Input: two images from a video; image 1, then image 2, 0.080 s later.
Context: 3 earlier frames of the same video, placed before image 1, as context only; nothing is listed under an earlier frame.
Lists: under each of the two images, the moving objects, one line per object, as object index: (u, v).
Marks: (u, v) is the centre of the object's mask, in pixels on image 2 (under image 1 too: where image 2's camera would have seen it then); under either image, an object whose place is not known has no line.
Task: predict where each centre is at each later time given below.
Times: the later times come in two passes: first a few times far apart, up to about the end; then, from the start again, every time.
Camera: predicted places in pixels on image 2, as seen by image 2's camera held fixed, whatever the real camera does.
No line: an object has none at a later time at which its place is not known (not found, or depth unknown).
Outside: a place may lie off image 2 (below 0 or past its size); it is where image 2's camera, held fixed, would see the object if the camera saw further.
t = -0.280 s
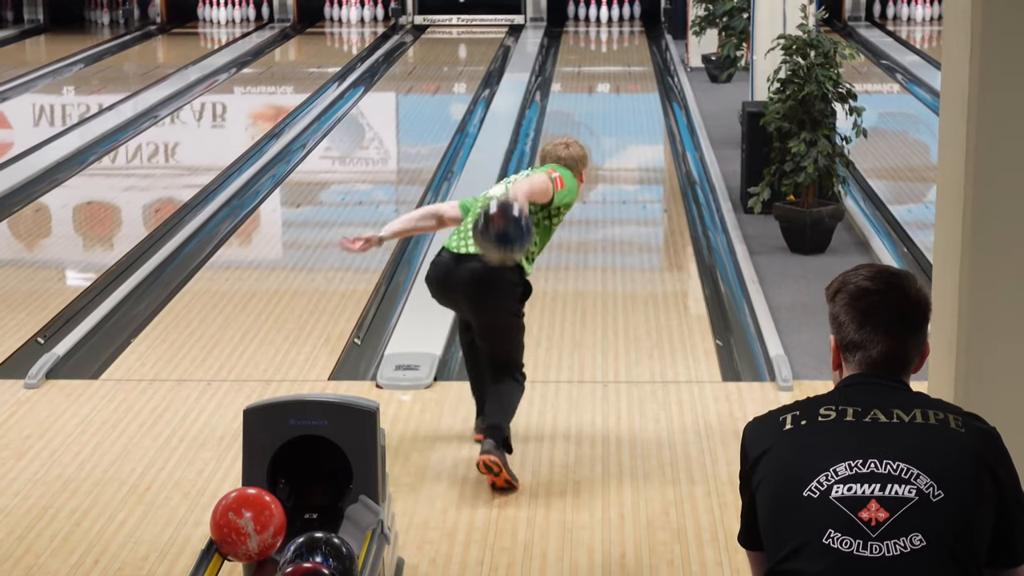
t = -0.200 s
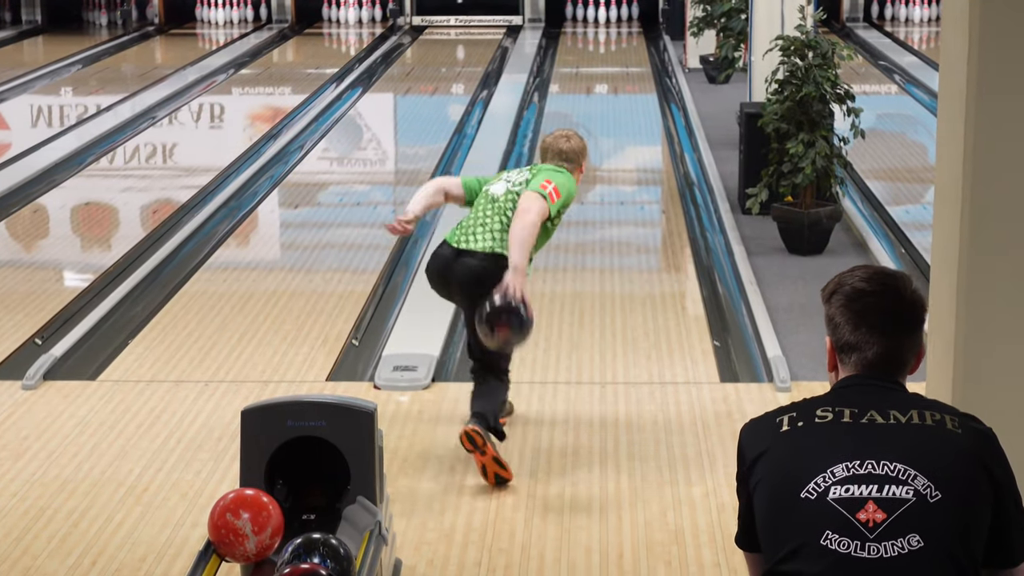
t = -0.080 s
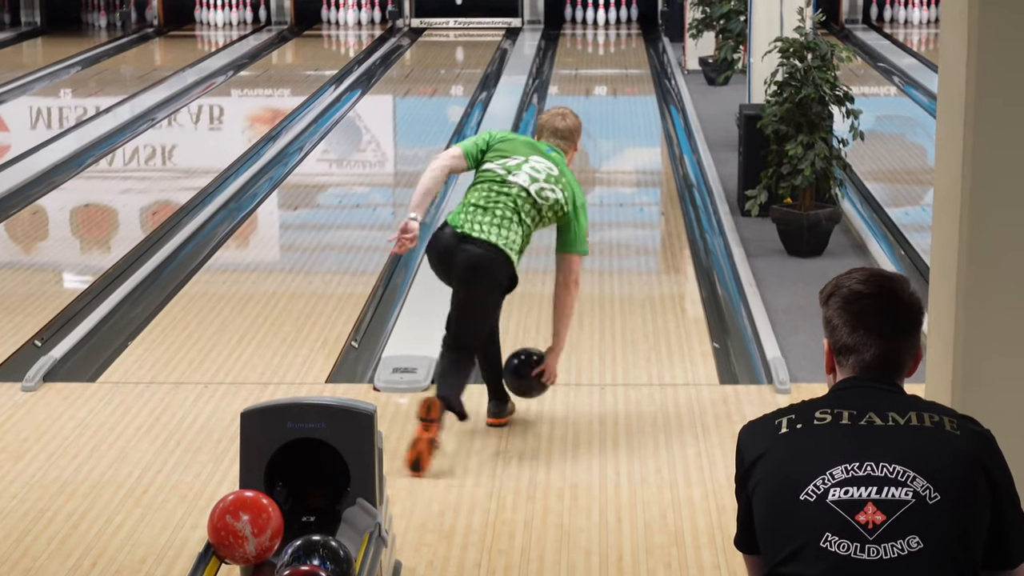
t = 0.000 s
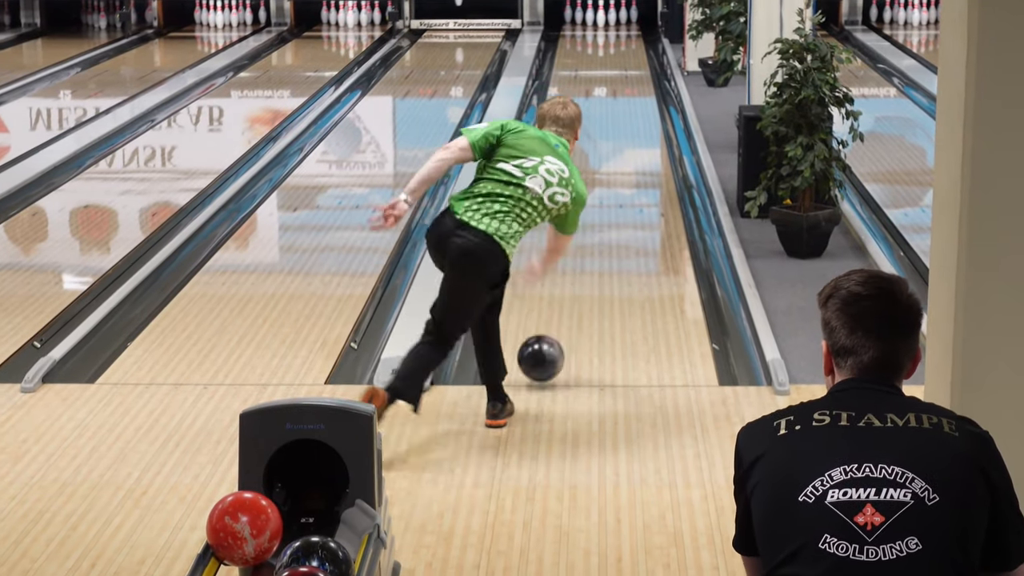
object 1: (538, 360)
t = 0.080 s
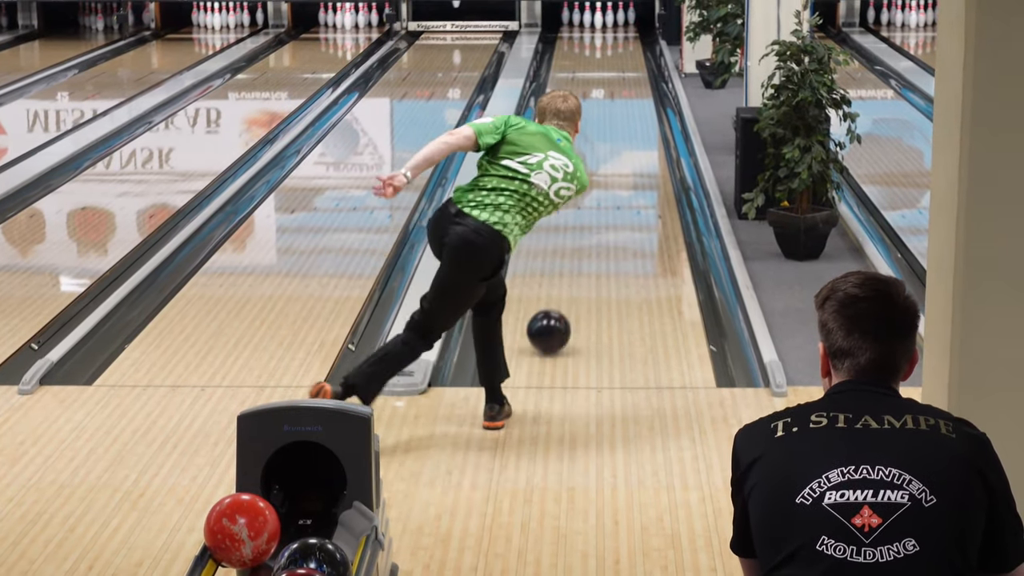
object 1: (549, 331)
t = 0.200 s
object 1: (561, 290)
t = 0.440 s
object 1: (581, 224)
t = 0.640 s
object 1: (596, 184)
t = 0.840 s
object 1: (604, 150)
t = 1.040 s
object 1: (608, 123)
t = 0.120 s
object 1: (553, 318)
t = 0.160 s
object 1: (557, 304)
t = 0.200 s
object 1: (561, 290)
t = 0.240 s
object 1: (565, 278)
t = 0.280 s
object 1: (569, 266)
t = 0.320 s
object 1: (572, 255)
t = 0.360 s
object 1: (575, 244)
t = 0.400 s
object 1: (578, 234)
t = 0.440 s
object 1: (581, 224)
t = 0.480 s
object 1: (583, 215)
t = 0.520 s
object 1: (586, 207)
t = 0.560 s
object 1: (590, 199)
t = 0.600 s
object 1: (593, 191)
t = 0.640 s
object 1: (596, 184)
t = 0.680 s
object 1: (598, 177)
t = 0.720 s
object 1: (600, 171)
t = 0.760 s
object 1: (602, 163)
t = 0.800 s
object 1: (604, 156)
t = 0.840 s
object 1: (604, 150)
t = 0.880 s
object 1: (605, 144)
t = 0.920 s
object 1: (605, 138)
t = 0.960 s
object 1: (605, 133)
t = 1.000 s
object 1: (606, 128)
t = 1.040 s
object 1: (608, 123)
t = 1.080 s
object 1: (609, 118)
